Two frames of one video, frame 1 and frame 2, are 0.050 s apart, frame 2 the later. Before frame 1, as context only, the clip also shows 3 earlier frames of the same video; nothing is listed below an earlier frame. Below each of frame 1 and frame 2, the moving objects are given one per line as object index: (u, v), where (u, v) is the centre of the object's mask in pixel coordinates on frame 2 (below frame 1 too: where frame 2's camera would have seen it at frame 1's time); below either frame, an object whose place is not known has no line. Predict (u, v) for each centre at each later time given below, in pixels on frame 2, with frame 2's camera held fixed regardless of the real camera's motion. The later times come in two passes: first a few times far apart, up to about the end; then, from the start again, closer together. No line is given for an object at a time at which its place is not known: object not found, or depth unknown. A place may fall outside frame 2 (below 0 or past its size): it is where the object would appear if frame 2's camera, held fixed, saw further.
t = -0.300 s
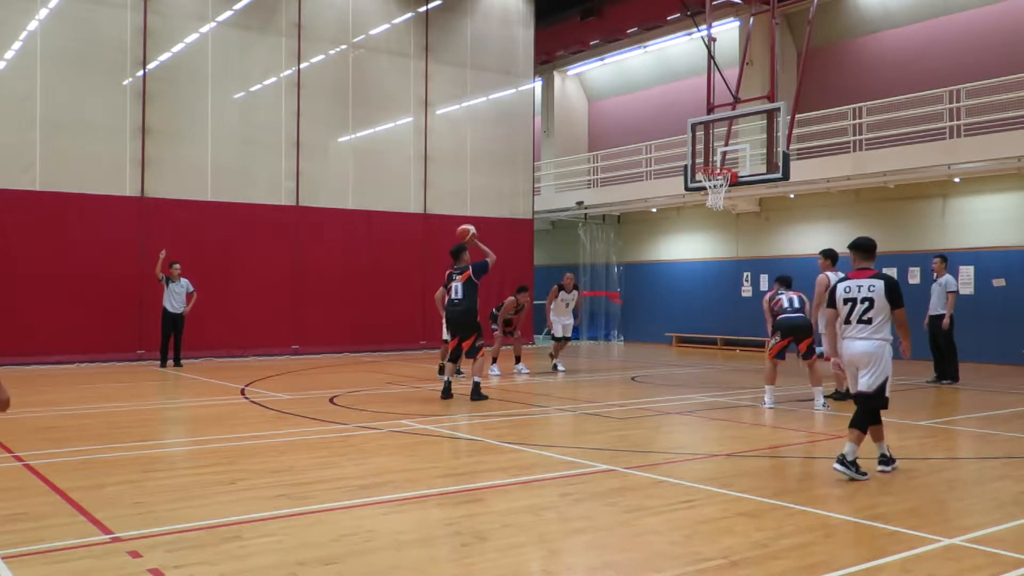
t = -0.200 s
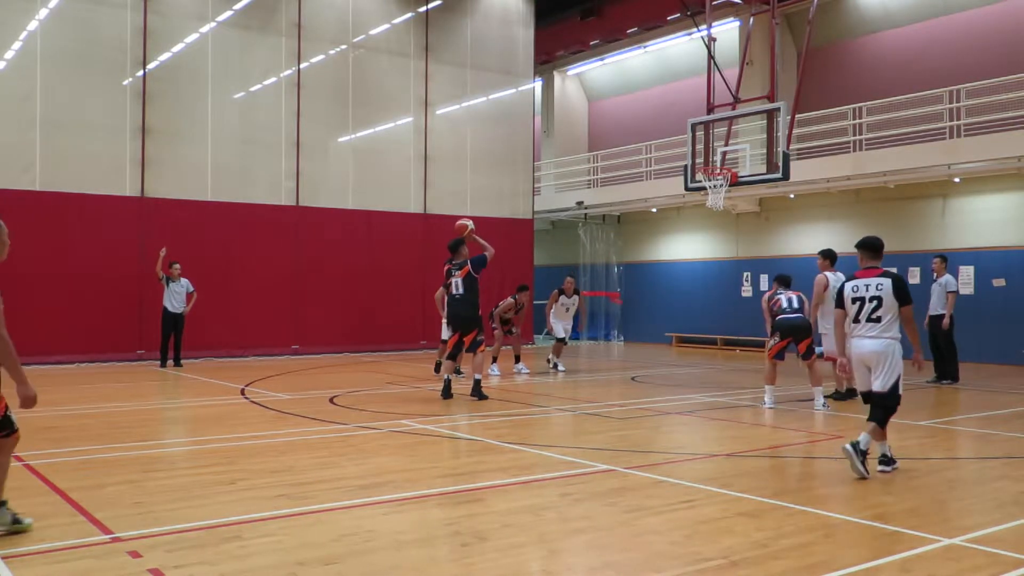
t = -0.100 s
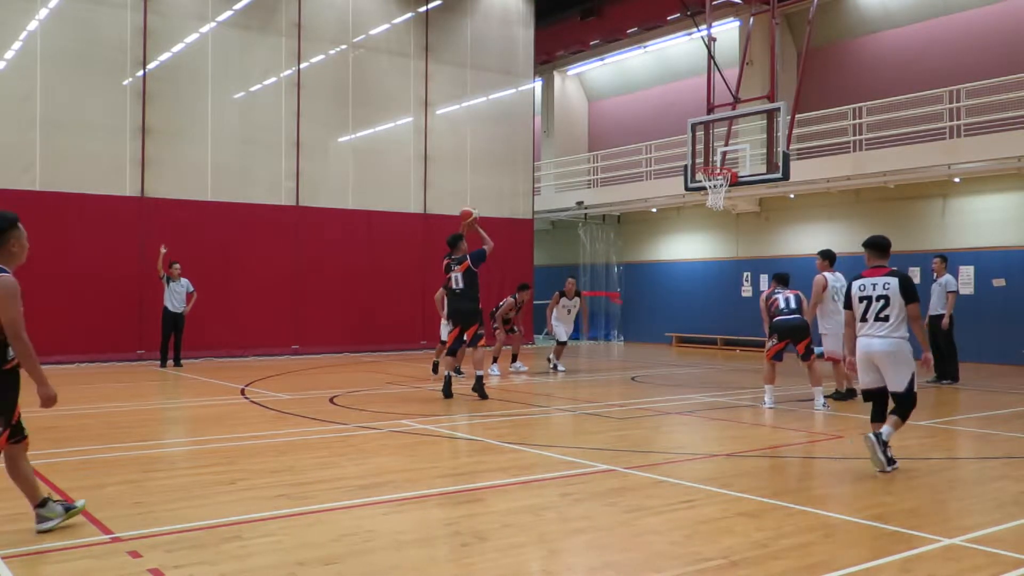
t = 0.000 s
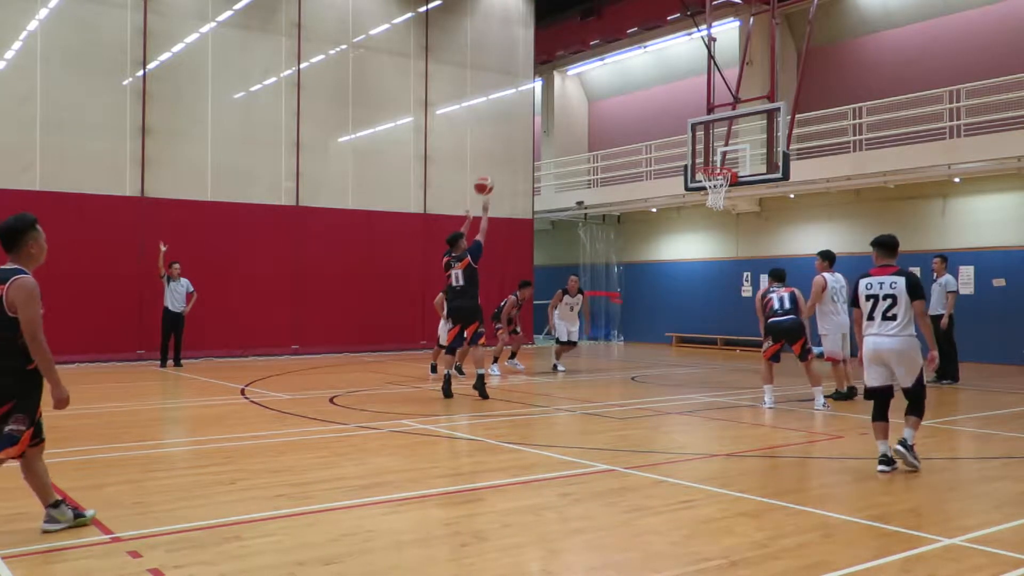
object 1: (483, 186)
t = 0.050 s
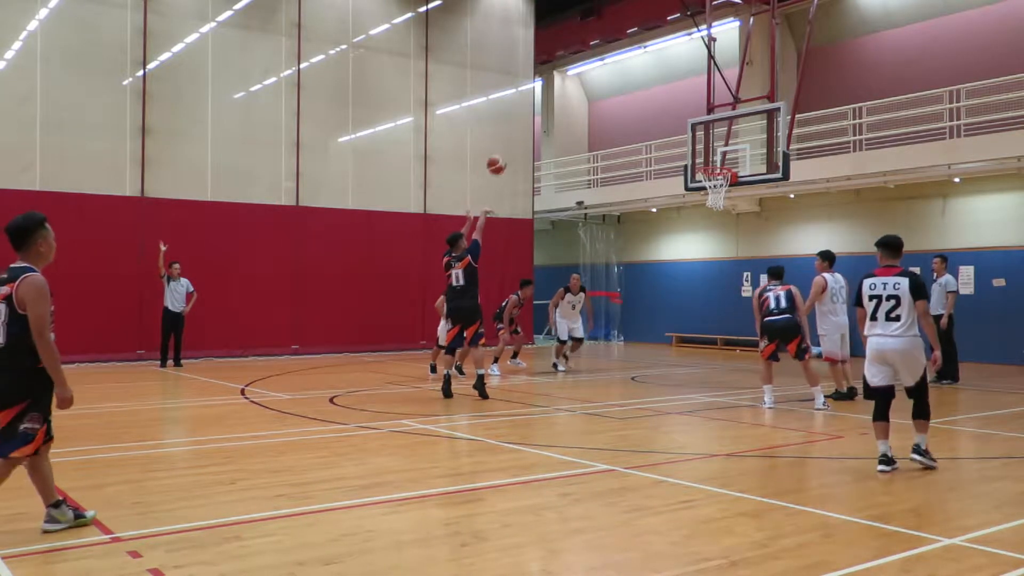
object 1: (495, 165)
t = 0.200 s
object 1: (533, 117)
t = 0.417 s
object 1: (582, 81)
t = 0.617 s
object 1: (625, 79)
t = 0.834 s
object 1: (666, 109)
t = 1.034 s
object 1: (701, 161)
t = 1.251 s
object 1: (721, 162)
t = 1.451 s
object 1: (719, 152)
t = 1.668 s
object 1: (709, 163)
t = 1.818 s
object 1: (706, 188)
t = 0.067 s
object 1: (500, 159)
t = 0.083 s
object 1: (505, 153)
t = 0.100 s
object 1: (509, 147)
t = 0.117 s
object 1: (513, 141)
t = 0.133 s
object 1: (517, 136)
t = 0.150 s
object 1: (521, 131)
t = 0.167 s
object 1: (525, 127)
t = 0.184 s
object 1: (529, 122)
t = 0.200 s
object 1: (533, 117)
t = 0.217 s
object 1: (537, 113)
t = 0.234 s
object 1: (541, 109)
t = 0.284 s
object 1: (552, 98)
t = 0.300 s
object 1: (556, 95)
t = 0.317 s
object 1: (560, 93)
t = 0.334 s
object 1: (564, 90)
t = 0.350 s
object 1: (568, 88)
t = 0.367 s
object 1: (571, 86)
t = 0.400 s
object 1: (579, 83)
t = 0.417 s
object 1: (582, 81)
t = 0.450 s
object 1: (590, 79)
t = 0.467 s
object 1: (593, 78)
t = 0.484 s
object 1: (597, 78)
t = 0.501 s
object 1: (600, 77)
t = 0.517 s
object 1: (604, 76)
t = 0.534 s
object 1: (608, 77)
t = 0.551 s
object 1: (611, 77)
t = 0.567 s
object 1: (614, 77)
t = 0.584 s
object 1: (618, 77)
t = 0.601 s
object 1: (621, 78)
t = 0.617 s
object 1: (625, 79)
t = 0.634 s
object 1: (628, 80)
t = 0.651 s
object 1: (631, 82)
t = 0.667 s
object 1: (635, 83)
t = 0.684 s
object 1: (638, 85)
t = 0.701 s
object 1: (641, 87)
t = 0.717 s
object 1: (644, 89)
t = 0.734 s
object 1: (647, 91)
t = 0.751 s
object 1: (650, 94)
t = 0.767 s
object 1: (654, 97)
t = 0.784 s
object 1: (657, 99)
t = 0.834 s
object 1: (666, 109)
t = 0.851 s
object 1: (669, 112)
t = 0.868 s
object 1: (672, 117)
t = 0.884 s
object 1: (675, 121)
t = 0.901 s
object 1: (679, 126)
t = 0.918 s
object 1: (681, 128)
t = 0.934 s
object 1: (683, 133)
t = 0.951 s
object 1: (687, 137)
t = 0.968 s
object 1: (690, 141)
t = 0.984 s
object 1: (693, 146)
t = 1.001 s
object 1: (696, 150)
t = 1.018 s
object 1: (700, 156)
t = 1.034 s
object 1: (701, 161)
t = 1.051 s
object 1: (702, 161)
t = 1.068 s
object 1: (705, 161)
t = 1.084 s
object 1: (706, 160)
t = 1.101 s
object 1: (708, 159)
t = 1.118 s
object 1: (709, 159)
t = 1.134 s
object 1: (710, 159)
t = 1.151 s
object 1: (710, 160)
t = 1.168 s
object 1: (712, 160)
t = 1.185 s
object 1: (714, 160)
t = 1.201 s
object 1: (717, 161)
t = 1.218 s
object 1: (719, 162)
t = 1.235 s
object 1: (721, 162)
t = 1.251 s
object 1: (721, 162)
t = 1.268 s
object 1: (722, 161)
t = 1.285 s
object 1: (724, 161)
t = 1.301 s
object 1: (725, 160)
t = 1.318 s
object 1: (724, 158)
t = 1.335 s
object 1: (724, 158)
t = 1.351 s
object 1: (723, 155)
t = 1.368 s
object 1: (722, 155)
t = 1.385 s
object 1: (722, 154)
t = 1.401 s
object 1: (721, 154)
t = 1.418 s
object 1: (720, 154)
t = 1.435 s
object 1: (719, 152)
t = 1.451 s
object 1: (719, 152)
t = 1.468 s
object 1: (719, 152)
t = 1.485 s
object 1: (718, 152)
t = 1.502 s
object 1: (718, 152)
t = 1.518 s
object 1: (717, 153)
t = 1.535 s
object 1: (716, 153)
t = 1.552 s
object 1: (714, 154)
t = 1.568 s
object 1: (714, 154)
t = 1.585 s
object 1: (712, 156)
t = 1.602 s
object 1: (711, 158)
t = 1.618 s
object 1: (710, 159)
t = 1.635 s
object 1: (710, 160)
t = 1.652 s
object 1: (710, 162)
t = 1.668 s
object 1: (709, 163)
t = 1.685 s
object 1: (708, 165)
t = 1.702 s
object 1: (707, 168)
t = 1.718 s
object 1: (705, 173)
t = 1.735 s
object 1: (707, 176)
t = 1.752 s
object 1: (706, 179)
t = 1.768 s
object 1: (706, 182)
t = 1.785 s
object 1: (704, 182)
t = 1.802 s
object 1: (705, 187)
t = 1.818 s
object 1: (706, 188)
